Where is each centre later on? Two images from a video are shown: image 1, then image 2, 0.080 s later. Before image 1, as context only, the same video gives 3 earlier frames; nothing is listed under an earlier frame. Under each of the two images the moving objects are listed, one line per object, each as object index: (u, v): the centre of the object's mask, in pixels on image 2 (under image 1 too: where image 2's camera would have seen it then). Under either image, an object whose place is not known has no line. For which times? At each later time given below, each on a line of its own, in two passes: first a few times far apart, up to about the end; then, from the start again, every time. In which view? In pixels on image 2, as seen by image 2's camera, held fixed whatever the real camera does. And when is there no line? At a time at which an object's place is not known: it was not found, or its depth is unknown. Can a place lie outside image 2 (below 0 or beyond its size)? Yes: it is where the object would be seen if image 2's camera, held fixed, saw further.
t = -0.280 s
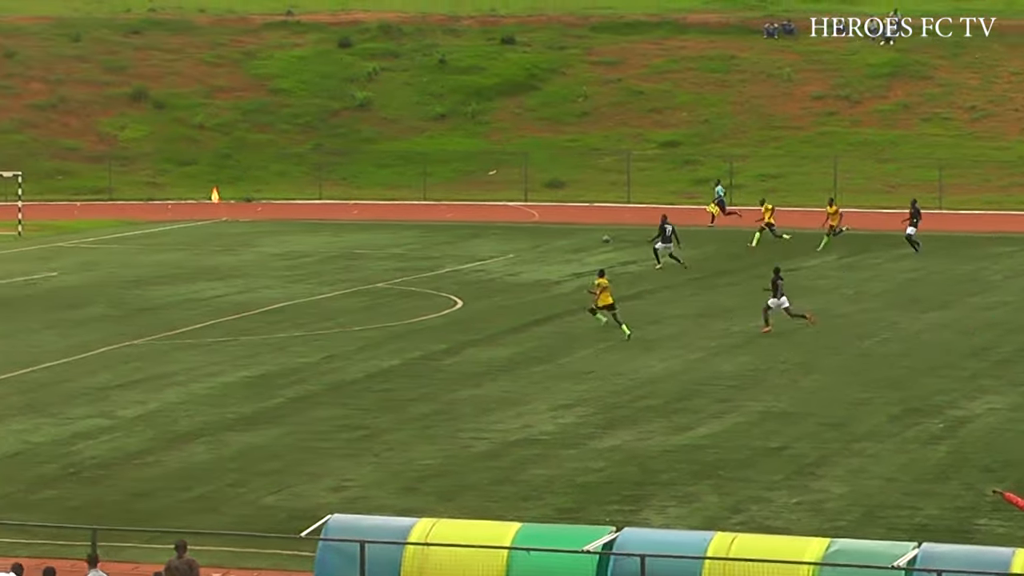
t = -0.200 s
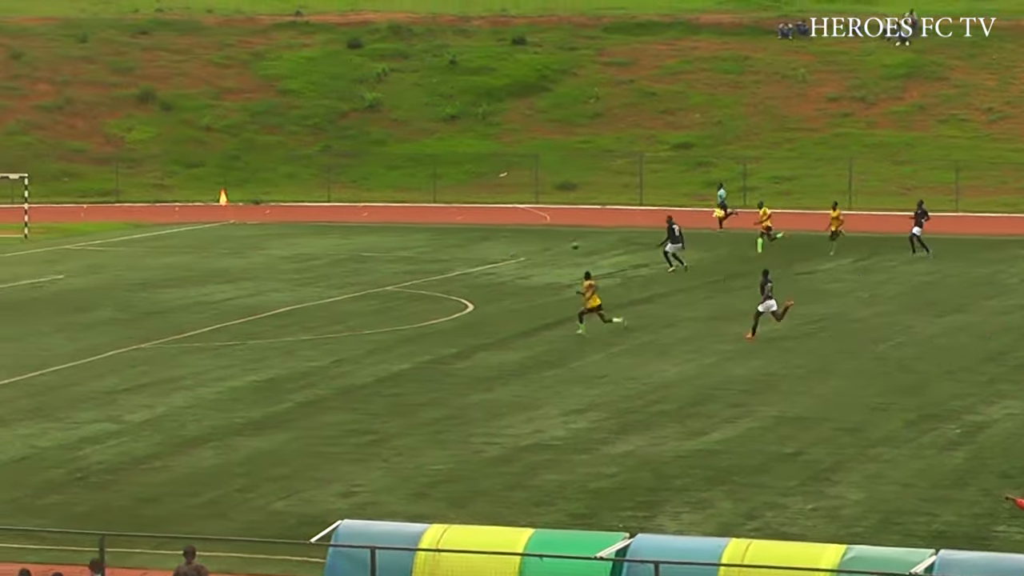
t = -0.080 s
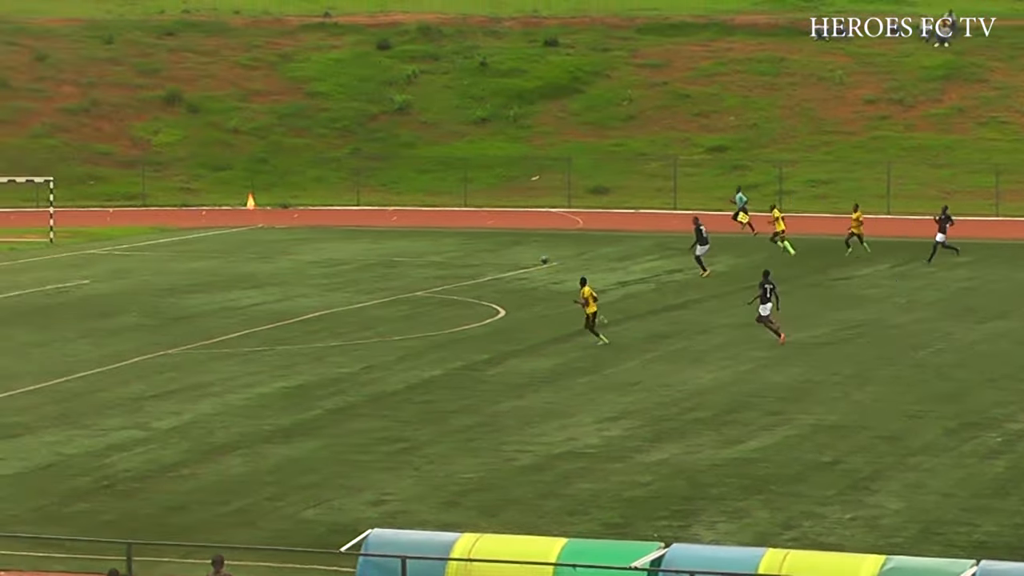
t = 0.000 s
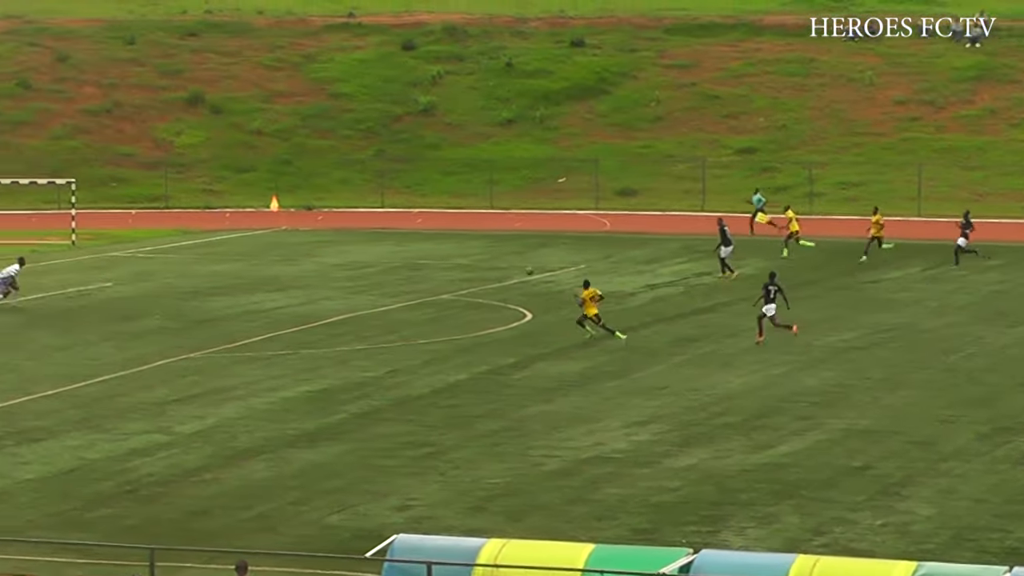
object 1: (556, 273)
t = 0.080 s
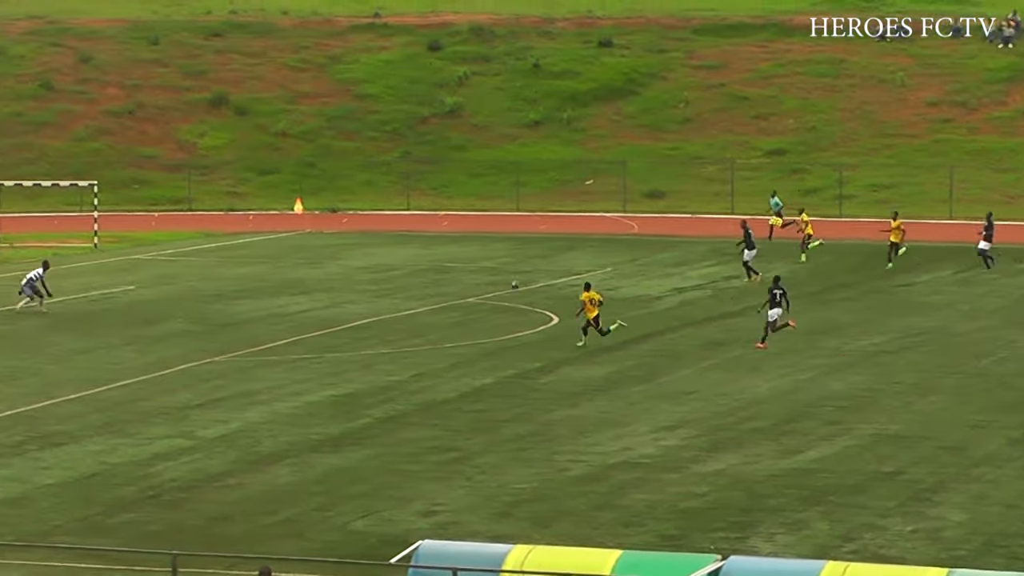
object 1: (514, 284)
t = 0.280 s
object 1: (424, 289)
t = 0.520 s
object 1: (327, 295)
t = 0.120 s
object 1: (493, 291)
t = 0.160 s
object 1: (473, 296)
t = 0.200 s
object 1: (457, 294)
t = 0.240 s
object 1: (441, 291)
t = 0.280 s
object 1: (424, 289)
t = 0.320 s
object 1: (408, 288)
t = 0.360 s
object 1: (392, 287)
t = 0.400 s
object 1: (376, 288)
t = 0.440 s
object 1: (360, 289)
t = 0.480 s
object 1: (344, 292)
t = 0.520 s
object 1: (327, 295)
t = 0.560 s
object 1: (312, 298)
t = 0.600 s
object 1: (295, 302)
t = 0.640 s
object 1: (280, 308)
